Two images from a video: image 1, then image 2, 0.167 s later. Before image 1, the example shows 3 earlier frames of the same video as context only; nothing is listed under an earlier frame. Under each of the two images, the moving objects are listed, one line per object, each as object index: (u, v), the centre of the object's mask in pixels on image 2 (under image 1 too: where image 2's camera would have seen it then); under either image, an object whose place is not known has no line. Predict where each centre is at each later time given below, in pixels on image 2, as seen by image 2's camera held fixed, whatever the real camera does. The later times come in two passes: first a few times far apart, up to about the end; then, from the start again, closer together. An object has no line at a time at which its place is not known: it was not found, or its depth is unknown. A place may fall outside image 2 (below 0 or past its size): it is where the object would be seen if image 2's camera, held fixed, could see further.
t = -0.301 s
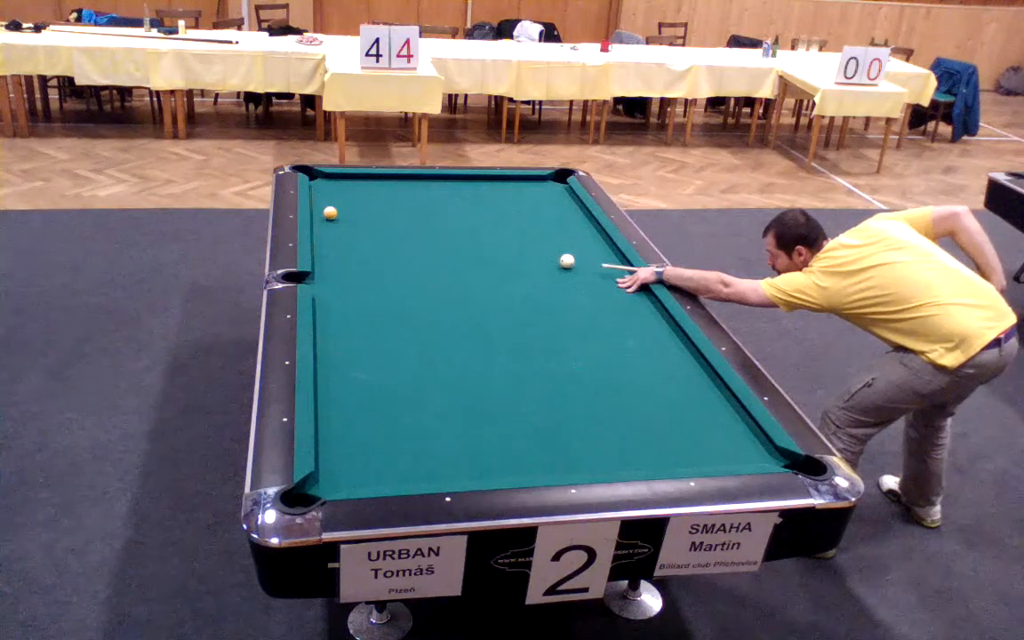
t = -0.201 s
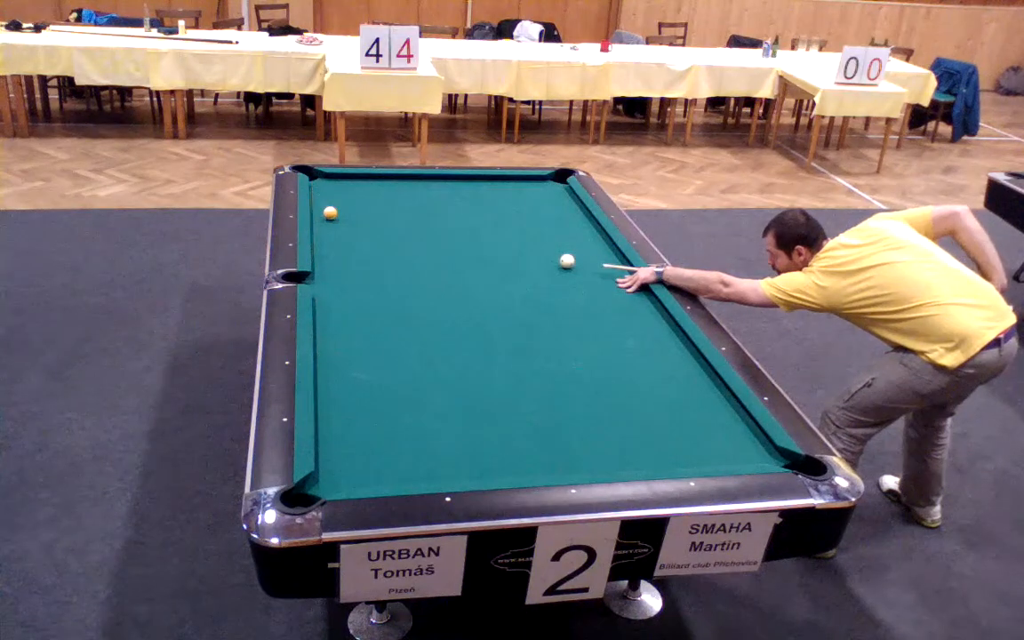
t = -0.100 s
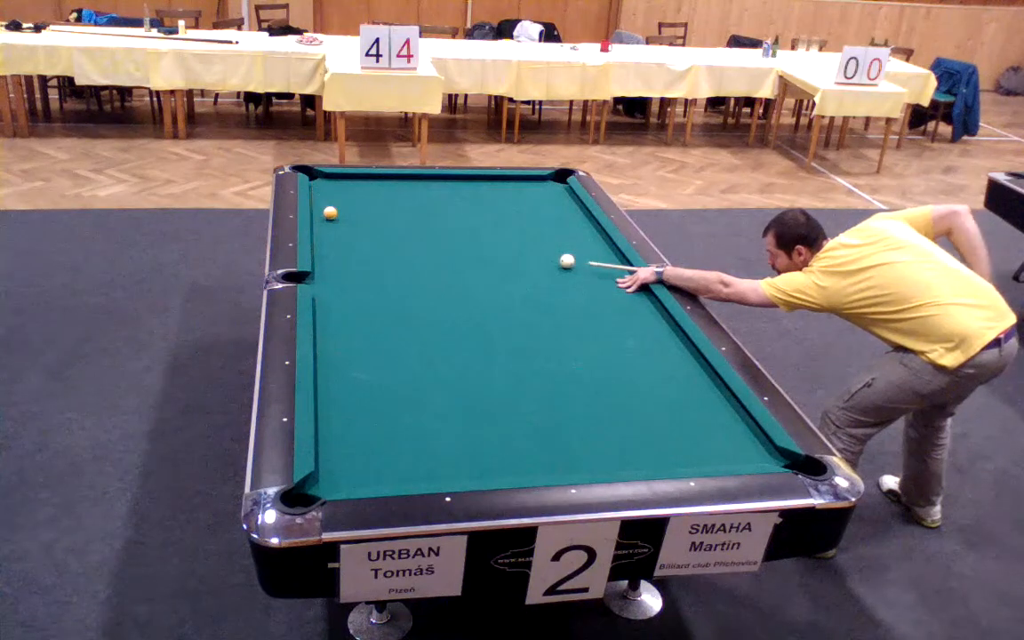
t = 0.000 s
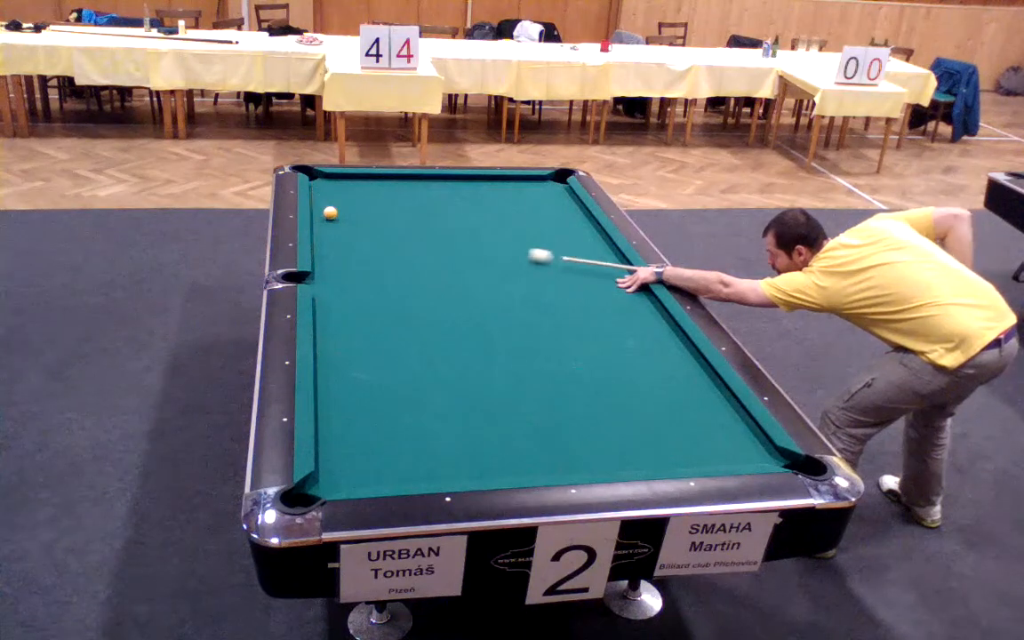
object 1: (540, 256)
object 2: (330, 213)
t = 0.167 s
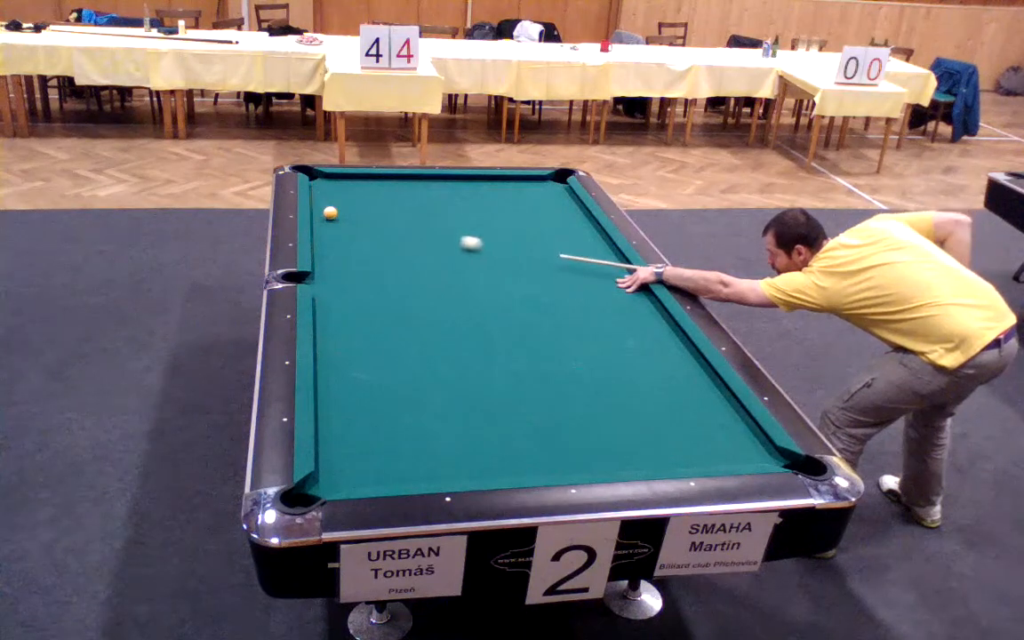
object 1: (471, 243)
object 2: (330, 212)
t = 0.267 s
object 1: (433, 236)
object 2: (330, 213)
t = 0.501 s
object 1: (350, 221)
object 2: (330, 212)
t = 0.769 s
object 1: (348, 217)
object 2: (325, 202)
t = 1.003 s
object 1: (385, 216)
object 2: (321, 193)
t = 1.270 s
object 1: (426, 215)
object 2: (317, 184)
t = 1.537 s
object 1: (464, 214)
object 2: (315, 176)
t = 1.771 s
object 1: (495, 213)
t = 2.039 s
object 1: (529, 212)
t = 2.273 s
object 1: (557, 212)
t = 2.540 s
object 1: (580, 211)
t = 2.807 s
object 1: (563, 210)
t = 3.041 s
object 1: (549, 210)
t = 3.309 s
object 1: (534, 210)
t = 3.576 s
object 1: (520, 210)
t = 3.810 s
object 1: (510, 209)
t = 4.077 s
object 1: (499, 209)
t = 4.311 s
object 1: (491, 209)
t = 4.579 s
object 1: (482, 209)
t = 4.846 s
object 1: (475, 209)
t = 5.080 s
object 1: (470, 209)
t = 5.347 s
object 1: (465, 209)
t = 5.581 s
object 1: (462, 209)
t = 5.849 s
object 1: (460, 210)
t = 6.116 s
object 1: (459, 210)
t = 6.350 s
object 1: (459, 210)
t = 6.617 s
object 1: (459, 210)
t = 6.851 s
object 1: (459, 210)
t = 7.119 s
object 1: (459, 210)
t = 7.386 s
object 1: (459, 210)
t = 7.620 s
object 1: (459, 210)
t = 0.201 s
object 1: (458, 241)
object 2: (330, 213)
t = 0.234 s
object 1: (446, 239)
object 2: (330, 212)
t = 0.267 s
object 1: (433, 236)
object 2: (330, 213)
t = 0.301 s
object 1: (421, 234)
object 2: (330, 213)
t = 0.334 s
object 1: (409, 232)
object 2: (330, 212)
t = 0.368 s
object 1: (397, 230)
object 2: (330, 212)
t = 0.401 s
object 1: (385, 227)
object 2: (330, 212)
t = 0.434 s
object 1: (374, 225)
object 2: (330, 213)
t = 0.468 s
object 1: (362, 223)
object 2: (330, 213)
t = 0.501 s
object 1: (350, 221)
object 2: (330, 212)
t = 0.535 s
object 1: (341, 219)
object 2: (329, 211)
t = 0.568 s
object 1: (328, 218)
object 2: (330, 209)
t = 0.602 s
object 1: (318, 218)
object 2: (329, 210)
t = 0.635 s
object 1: (321, 217)
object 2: (328, 207)
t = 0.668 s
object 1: (329, 218)
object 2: (327, 206)
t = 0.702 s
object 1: (336, 218)
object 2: (326, 205)
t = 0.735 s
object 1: (342, 218)
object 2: (326, 204)
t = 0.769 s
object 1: (348, 217)
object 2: (325, 202)
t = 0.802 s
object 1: (353, 217)
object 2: (325, 201)
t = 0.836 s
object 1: (359, 217)
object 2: (324, 200)
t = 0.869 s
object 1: (364, 217)
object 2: (324, 198)
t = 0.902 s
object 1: (370, 217)
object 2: (323, 197)
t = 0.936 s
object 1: (375, 216)
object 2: (322, 196)
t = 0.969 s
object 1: (380, 216)
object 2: (322, 195)
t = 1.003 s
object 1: (385, 216)
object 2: (321, 193)
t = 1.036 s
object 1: (390, 216)
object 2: (321, 192)
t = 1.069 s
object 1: (395, 216)
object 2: (320, 191)
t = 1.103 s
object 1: (401, 216)
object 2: (320, 189)
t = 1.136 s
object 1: (406, 216)
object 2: (319, 189)
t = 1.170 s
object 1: (411, 216)
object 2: (319, 188)
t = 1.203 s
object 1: (416, 216)
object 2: (318, 186)
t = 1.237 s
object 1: (421, 215)
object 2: (318, 185)
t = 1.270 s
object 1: (426, 215)
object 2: (317, 184)
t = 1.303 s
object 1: (431, 215)
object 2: (317, 183)
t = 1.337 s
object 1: (435, 215)
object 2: (316, 182)
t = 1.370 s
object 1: (440, 215)
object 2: (315, 181)
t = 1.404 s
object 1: (445, 215)
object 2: (315, 180)
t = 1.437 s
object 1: (450, 215)
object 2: (315, 178)
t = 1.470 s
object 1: (454, 214)
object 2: (315, 177)
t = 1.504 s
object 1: (459, 214)
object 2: (314, 177)
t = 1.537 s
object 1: (464, 214)
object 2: (315, 176)
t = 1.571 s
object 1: (468, 214)
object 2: (315, 175)
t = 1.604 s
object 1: (473, 214)
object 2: (315, 174)
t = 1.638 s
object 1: (477, 214)
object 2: (314, 173)
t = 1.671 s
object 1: (482, 214)
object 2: (313, 173)
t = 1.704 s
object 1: (486, 213)
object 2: (311, 174)
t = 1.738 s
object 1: (491, 213)
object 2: (310, 175)
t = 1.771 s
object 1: (495, 213)
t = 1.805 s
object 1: (500, 213)
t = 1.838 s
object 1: (504, 213)
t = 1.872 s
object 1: (508, 213)
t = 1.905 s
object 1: (512, 213)
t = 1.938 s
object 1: (517, 213)
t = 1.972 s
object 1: (521, 212)
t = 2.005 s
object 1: (525, 212)
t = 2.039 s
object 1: (529, 212)
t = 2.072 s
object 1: (533, 212)
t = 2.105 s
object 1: (537, 212)
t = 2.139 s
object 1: (541, 212)
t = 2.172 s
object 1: (545, 212)
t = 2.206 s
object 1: (550, 212)
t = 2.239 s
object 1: (554, 212)
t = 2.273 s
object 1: (557, 212)
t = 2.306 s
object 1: (561, 211)
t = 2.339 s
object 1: (565, 211)
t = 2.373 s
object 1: (569, 211)
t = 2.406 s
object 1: (573, 211)
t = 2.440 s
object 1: (576, 211)
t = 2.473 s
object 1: (580, 211)
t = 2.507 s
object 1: (583, 211)
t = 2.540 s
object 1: (580, 211)
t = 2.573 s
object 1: (578, 211)
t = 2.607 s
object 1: (576, 211)
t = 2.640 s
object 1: (573, 210)
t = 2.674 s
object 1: (571, 210)
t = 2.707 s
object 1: (569, 211)
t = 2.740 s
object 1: (567, 210)
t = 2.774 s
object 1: (565, 210)
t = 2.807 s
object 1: (563, 210)
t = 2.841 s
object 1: (561, 210)
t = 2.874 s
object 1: (559, 210)
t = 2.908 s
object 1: (556, 210)
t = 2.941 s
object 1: (555, 210)
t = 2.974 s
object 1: (552, 210)
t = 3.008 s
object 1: (551, 210)
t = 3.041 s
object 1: (549, 210)
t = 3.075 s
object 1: (547, 210)
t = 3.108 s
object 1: (545, 210)
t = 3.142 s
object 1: (543, 210)
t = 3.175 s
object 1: (541, 210)
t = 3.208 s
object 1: (539, 210)
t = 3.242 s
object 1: (538, 210)
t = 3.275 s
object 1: (535, 210)
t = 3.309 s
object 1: (534, 210)
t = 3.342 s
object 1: (532, 209)
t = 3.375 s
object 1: (530, 209)
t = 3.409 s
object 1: (529, 209)
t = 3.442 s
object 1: (527, 209)
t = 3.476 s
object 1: (525, 210)
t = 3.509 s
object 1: (524, 209)
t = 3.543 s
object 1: (522, 210)
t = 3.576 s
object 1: (520, 210)
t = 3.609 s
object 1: (519, 209)
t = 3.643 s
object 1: (517, 210)
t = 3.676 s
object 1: (516, 210)
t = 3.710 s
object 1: (514, 209)
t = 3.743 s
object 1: (512, 209)
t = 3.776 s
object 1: (511, 210)
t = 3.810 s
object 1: (510, 209)
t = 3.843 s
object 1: (508, 210)
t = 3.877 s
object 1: (507, 209)
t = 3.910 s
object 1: (505, 209)
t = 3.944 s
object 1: (504, 209)
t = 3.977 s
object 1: (503, 209)
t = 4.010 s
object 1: (502, 209)
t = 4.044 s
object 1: (500, 209)
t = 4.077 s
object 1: (499, 209)
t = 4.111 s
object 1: (498, 209)
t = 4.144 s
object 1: (496, 209)
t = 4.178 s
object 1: (495, 209)
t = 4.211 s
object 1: (494, 209)
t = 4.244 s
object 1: (493, 209)
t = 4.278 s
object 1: (492, 209)
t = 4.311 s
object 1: (491, 209)
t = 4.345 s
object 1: (489, 209)
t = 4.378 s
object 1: (488, 209)
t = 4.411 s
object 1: (487, 209)
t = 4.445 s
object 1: (486, 209)
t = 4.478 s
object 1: (485, 209)
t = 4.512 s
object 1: (484, 209)
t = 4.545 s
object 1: (483, 209)
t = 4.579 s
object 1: (482, 209)
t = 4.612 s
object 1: (481, 209)
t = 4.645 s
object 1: (480, 209)
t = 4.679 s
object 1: (479, 209)
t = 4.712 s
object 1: (479, 209)
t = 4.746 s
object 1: (478, 209)
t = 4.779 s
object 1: (477, 209)
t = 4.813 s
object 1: (476, 209)
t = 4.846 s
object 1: (475, 209)
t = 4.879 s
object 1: (474, 209)
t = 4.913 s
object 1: (474, 209)
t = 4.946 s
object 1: (473, 209)
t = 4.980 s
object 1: (472, 209)
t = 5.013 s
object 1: (472, 209)
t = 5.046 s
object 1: (471, 209)
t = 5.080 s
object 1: (470, 209)
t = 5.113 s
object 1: (470, 209)
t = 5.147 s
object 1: (469, 209)
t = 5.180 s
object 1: (468, 209)
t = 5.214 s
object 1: (468, 209)
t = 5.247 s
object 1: (467, 209)
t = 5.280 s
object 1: (467, 209)
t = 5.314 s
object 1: (466, 210)
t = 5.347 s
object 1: (465, 209)
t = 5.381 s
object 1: (465, 209)
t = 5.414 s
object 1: (465, 209)
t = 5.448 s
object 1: (464, 209)
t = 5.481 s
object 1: (464, 209)
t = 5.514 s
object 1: (463, 209)
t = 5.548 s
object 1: (463, 209)
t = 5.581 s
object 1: (462, 209)
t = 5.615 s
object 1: (462, 210)
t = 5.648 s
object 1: (462, 210)
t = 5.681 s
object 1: (461, 209)
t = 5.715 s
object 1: (461, 210)
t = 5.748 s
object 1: (461, 210)
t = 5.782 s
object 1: (461, 210)
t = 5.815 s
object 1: (460, 210)
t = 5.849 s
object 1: (460, 210)
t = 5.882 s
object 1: (460, 210)
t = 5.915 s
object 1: (460, 210)
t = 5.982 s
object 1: (459, 210)
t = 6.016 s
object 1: (459, 210)
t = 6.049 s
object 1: (459, 210)
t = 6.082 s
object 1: (459, 210)
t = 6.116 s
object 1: (459, 210)
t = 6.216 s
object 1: (459, 210)
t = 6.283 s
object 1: (459, 210)
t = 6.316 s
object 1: (459, 210)
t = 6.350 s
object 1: (459, 210)
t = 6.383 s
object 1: (459, 210)
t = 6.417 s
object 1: (459, 210)
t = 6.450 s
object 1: (459, 210)
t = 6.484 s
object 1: (459, 210)
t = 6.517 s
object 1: (459, 210)
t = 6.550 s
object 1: (459, 210)
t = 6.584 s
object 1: (459, 210)
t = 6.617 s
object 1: (459, 210)
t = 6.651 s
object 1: (459, 210)
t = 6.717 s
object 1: (459, 210)
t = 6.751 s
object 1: (459, 210)
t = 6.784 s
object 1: (459, 210)
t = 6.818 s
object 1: (459, 210)
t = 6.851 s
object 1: (459, 210)
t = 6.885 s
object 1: (459, 210)
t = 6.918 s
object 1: (459, 210)
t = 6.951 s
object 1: (459, 210)
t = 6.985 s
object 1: (459, 210)
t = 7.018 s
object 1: (459, 210)
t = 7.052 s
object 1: (459, 210)
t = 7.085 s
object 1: (459, 210)
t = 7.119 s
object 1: (459, 210)
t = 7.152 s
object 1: (459, 210)
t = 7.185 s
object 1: (459, 210)
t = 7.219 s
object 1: (459, 210)
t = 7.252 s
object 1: (459, 210)
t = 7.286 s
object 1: (459, 210)
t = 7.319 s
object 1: (459, 210)
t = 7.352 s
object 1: (459, 210)
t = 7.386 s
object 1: (459, 210)
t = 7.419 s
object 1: (459, 210)
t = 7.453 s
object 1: (459, 210)
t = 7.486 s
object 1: (459, 210)
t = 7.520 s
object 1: (459, 210)
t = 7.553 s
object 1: (459, 210)
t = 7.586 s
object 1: (459, 210)
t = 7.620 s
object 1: (459, 210)
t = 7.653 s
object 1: (459, 210)
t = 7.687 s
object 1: (459, 210)
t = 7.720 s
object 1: (459, 210)
